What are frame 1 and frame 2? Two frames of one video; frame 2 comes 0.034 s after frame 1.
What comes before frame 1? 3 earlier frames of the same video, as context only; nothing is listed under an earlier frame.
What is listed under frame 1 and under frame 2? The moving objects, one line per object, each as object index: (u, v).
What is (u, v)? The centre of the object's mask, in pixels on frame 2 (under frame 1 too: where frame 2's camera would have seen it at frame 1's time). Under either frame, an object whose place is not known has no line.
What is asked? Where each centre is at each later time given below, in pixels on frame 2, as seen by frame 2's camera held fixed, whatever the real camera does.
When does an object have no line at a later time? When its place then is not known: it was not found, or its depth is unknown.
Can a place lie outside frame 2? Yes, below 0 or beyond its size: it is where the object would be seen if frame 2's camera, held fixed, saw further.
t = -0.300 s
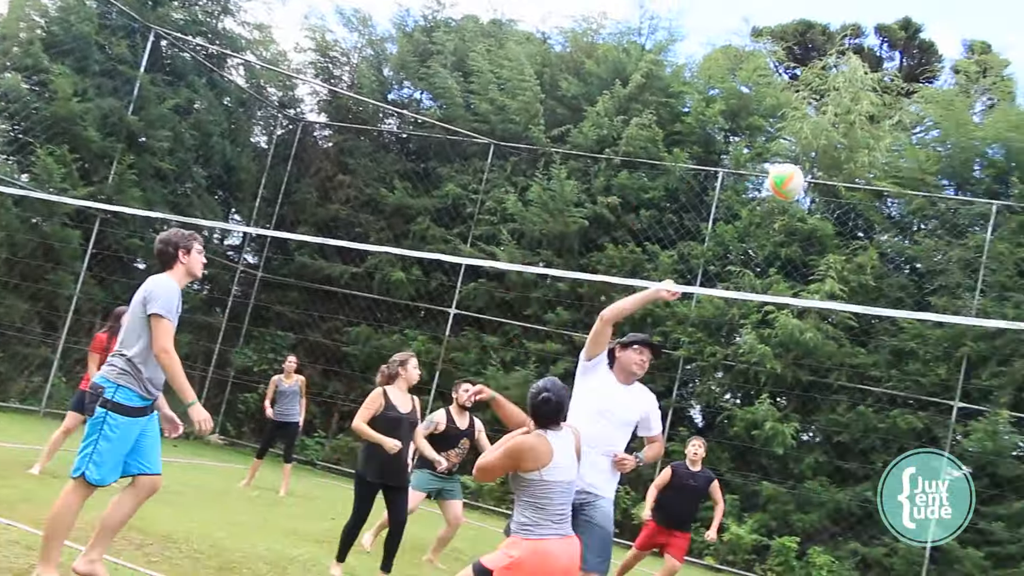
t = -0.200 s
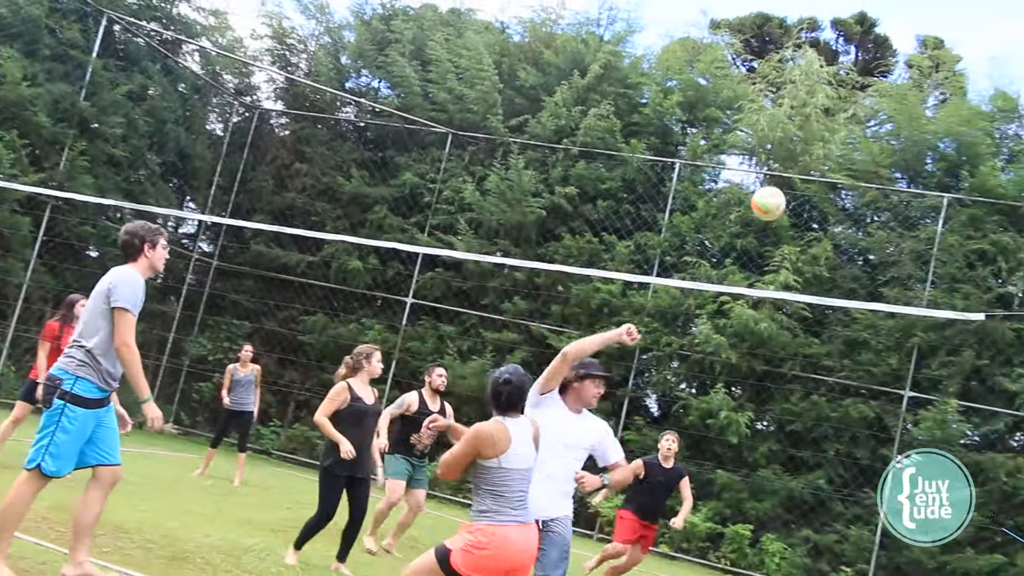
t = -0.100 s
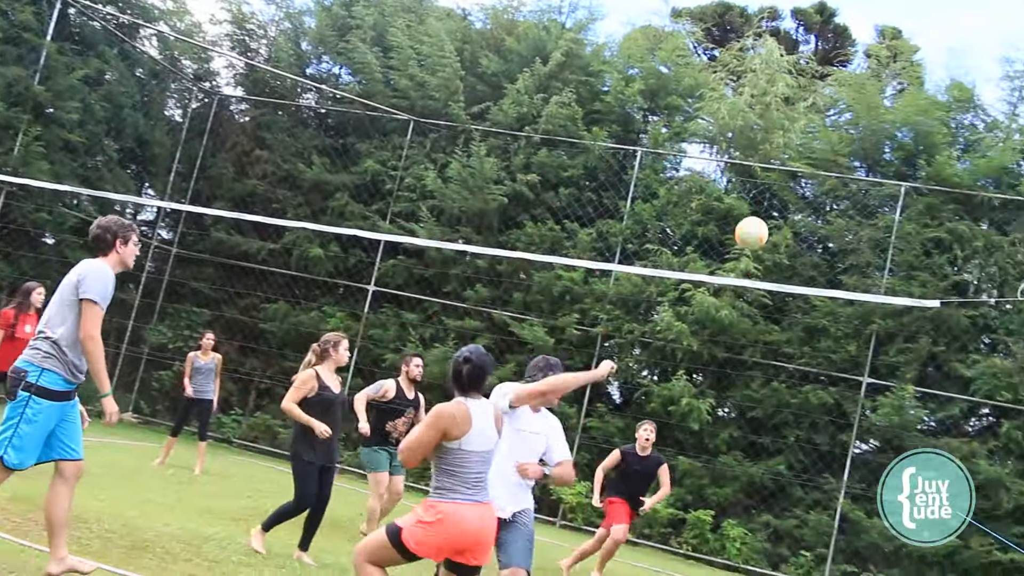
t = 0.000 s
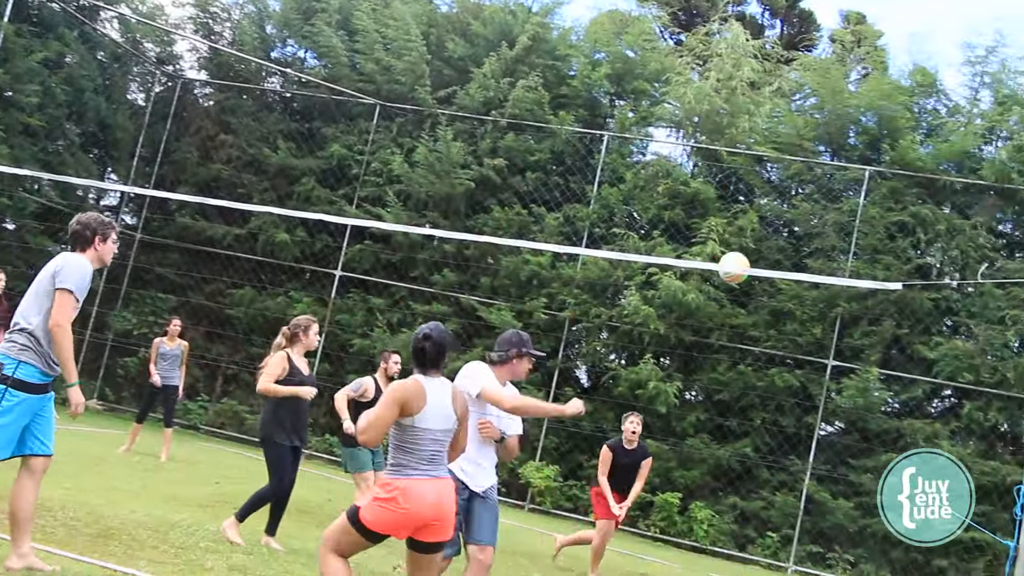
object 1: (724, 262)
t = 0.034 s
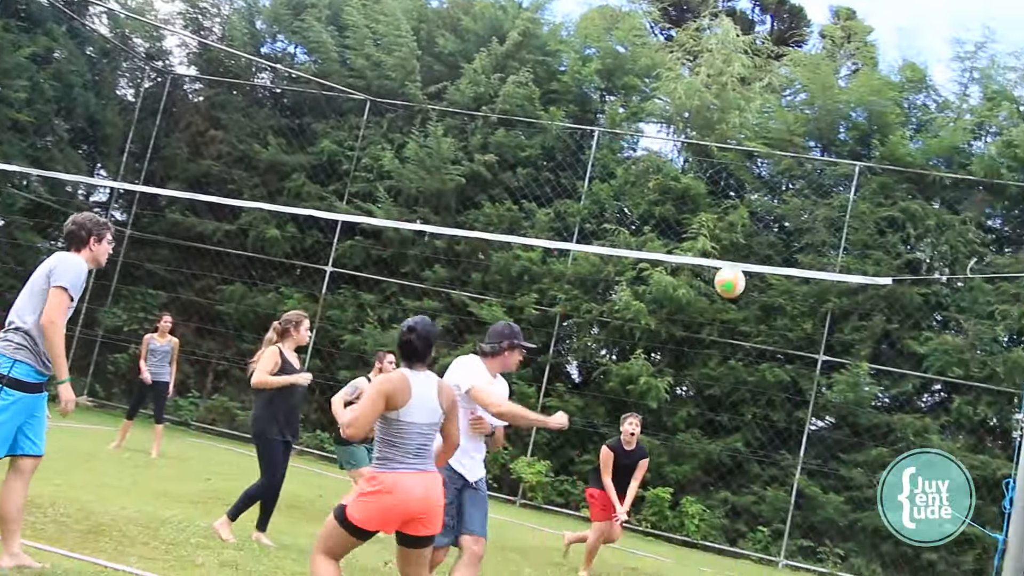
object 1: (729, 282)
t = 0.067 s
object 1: (735, 303)
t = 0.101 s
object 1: (739, 324)
